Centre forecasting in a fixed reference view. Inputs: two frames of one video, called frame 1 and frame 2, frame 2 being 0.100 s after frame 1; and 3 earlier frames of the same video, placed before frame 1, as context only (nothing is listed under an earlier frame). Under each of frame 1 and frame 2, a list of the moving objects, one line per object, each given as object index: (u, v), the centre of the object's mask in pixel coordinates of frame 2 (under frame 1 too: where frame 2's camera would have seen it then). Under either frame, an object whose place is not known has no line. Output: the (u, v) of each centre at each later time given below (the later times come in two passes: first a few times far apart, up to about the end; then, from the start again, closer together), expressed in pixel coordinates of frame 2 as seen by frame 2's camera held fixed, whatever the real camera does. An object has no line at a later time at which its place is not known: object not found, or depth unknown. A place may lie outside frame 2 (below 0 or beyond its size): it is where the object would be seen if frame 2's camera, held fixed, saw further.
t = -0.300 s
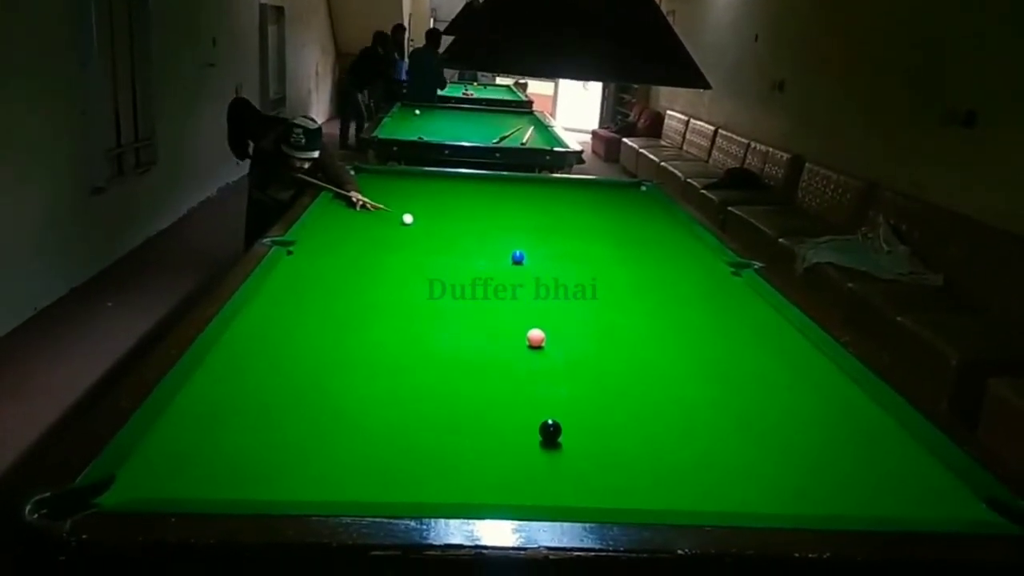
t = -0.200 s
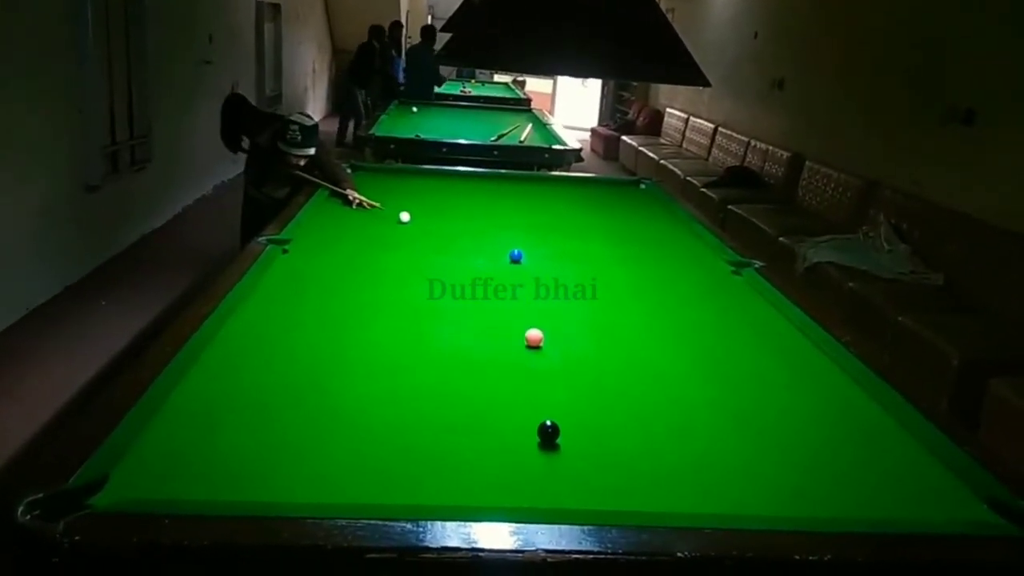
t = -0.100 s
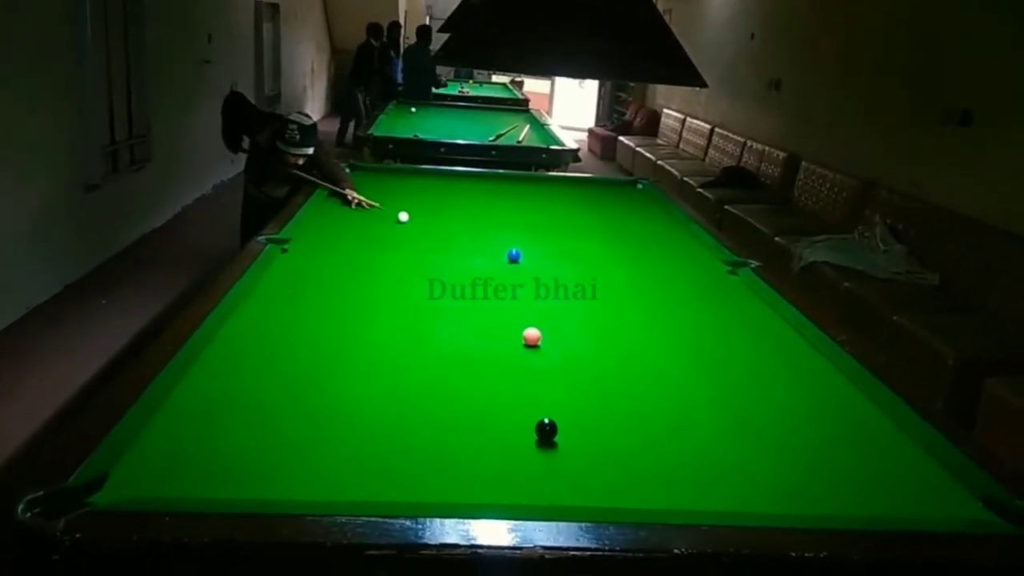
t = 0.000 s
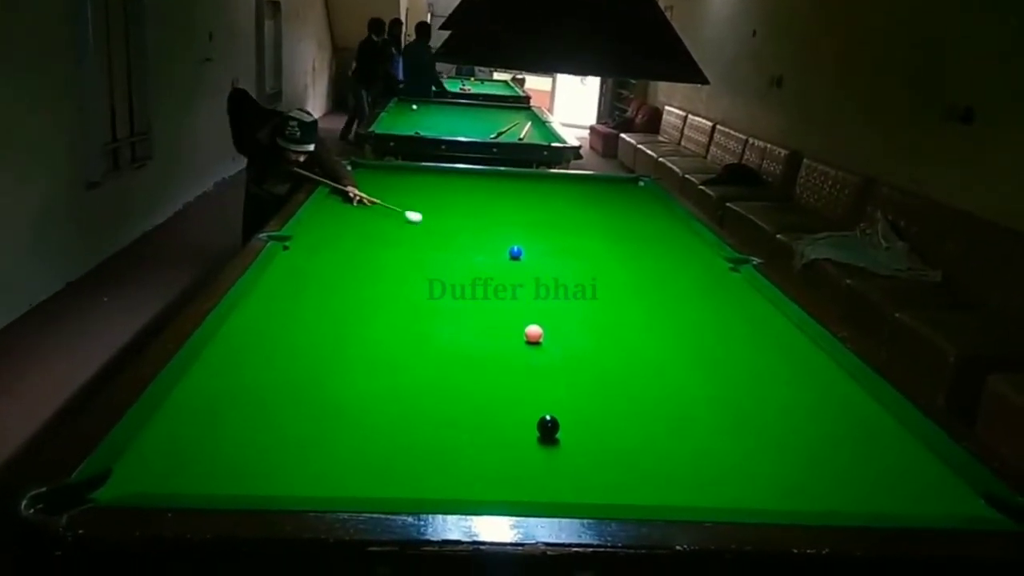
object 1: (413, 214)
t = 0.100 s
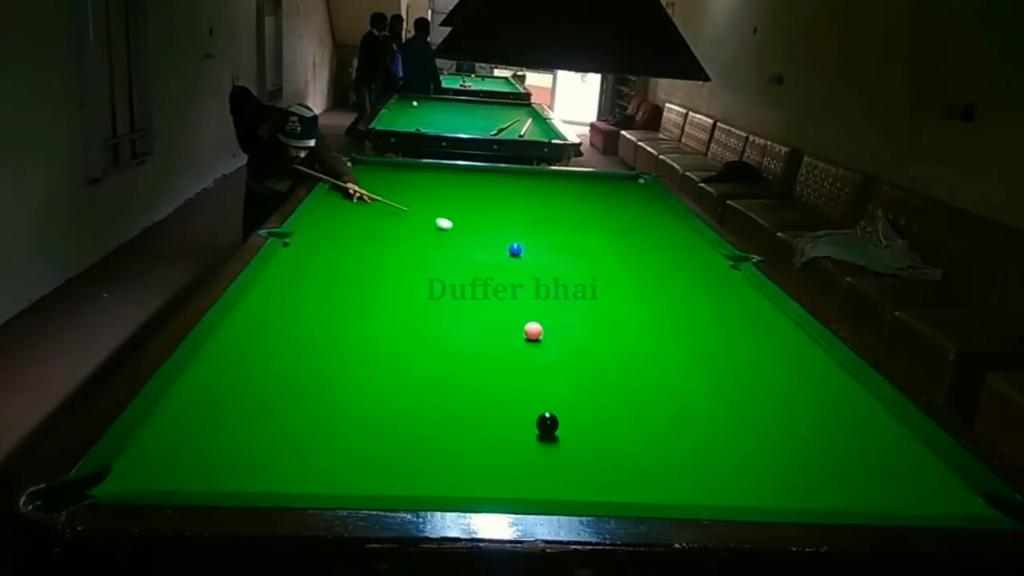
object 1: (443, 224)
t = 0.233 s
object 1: (483, 237)
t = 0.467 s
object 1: (529, 248)
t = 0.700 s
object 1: (566, 253)
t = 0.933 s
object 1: (602, 257)
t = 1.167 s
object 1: (636, 262)
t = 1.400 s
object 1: (669, 267)
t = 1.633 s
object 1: (701, 272)
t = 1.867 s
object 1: (731, 276)
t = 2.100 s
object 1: (734, 278)
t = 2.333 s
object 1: (719, 280)
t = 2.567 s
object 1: (705, 281)
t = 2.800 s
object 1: (693, 282)
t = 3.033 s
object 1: (682, 284)
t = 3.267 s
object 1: (673, 285)
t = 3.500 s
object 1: (664, 287)
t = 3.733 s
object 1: (657, 288)
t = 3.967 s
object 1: (651, 289)
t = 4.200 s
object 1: (645, 290)
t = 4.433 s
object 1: (641, 290)
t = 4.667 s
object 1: (638, 290)
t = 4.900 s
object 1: (636, 291)
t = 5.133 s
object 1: (636, 291)
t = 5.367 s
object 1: (636, 291)
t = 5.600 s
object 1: (636, 291)
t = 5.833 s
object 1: (636, 291)
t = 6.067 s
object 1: (636, 290)
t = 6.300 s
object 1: (636, 291)
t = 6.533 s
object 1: (636, 291)
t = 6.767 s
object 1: (636, 291)
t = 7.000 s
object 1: (636, 291)
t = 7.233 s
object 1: (636, 291)
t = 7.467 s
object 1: (636, 291)
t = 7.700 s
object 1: (636, 291)
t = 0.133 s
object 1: (453, 227)
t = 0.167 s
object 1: (463, 230)
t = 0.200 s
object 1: (473, 234)
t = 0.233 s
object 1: (483, 237)
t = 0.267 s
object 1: (493, 240)
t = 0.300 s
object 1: (503, 244)
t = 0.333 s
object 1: (510, 246)
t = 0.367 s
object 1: (514, 246)
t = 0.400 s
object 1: (519, 247)
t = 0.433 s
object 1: (524, 247)
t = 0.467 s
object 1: (529, 248)
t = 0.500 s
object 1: (535, 248)
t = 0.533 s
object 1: (540, 249)
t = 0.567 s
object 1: (545, 250)
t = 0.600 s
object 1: (550, 250)
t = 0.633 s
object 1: (556, 251)
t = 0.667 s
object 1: (561, 252)
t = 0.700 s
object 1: (566, 253)
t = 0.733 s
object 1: (571, 253)
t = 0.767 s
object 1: (577, 254)
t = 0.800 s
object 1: (582, 255)
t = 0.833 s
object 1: (587, 255)
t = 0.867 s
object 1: (592, 256)
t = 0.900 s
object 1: (597, 257)
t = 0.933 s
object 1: (602, 257)
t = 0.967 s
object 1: (607, 258)
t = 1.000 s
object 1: (612, 259)
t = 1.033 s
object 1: (617, 260)
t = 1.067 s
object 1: (622, 260)
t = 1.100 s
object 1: (627, 261)
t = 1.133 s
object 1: (631, 261)
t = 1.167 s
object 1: (636, 262)
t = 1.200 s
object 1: (641, 263)
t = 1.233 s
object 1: (646, 264)
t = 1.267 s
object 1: (650, 264)
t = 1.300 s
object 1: (655, 265)
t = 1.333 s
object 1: (660, 265)
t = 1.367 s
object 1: (664, 266)
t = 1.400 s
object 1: (669, 267)
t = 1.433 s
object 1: (674, 268)
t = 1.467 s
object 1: (678, 268)
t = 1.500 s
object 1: (683, 269)
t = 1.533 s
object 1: (688, 270)
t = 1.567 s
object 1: (692, 270)
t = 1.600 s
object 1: (697, 271)
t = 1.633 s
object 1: (701, 272)
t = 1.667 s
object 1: (705, 272)
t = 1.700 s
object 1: (710, 273)
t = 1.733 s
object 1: (714, 273)
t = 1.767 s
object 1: (718, 274)
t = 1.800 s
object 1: (722, 275)
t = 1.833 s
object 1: (727, 275)
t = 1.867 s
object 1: (731, 276)
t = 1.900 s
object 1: (735, 277)
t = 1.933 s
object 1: (740, 277)
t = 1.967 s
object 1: (742, 278)
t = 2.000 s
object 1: (740, 278)
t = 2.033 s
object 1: (738, 278)
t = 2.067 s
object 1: (736, 278)
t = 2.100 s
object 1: (734, 278)
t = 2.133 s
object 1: (732, 278)
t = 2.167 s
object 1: (729, 279)
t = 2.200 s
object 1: (727, 279)
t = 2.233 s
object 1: (725, 279)
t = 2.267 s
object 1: (723, 279)
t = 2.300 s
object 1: (721, 280)
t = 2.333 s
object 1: (719, 280)
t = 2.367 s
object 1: (717, 280)
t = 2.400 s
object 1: (715, 280)
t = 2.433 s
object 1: (713, 280)
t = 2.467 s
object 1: (711, 280)
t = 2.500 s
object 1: (709, 281)
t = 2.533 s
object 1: (707, 281)
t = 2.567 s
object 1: (705, 281)
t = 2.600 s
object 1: (703, 281)
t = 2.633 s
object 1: (702, 281)
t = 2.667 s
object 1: (699, 281)
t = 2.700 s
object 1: (698, 281)
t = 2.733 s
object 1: (696, 282)
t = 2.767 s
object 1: (694, 282)
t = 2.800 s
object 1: (693, 282)
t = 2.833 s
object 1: (691, 282)
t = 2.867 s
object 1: (690, 283)
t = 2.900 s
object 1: (688, 283)
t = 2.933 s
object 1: (687, 283)
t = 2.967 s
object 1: (685, 283)
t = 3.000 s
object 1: (684, 283)
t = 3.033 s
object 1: (682, 284)
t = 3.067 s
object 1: (681, 284)
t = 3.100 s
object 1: (679, 284)
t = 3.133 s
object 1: (678, 284)
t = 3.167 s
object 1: (677, 284)
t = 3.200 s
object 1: (675, 285)
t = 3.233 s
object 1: (674, 285)
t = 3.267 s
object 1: (673, 285)
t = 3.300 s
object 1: (672, 285)
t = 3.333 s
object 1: (670, 286)
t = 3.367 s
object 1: (669, 286)
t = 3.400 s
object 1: (668, 286)
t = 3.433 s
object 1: (667, 286)
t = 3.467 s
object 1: (665, 286)
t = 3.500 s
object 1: (664, 287)
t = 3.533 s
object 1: (663, 287)
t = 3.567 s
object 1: (662, 287)
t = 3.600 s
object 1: (661, 287)
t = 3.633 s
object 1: (660, 287)
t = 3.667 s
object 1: (658, 288)
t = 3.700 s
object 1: (658, 288)
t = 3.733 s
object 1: (657, 288)
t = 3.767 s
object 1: (656, 288)
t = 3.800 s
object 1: (655, 288)
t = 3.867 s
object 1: (654, 288)
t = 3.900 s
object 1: (653, 289)
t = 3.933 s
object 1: (652, 289)
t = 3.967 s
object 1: (651, 289)
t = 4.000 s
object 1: (650, 289)
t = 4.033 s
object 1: (649, 289)
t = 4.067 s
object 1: (648, 289)
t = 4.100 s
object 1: (648, 289)
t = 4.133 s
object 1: (647, 289)
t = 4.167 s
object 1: (646, 290)
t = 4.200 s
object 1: (645, 290)
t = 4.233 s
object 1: (645, 290)
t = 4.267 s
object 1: (644, 290)
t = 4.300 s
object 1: (644, 290)
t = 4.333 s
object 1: (643, 290)
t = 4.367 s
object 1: (643, 290)
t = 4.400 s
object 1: (642, 290)
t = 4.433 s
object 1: (641, 290)
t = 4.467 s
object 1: (641, 290)
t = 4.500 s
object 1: (640, 290)
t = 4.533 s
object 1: (640, 290)
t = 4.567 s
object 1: (639, 290)
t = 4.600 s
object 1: (639, 290)
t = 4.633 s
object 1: (638, 290)
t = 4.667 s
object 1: (638, 290)
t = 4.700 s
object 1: (638, 290)
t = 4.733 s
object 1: (637, 290)
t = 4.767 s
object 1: (637, 290)
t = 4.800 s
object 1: (637, 290)
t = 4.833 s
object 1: (636, 290)
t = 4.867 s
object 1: (636, 291)
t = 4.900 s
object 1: (636, 291)
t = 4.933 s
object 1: (636, 291)
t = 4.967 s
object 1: (636, 291)
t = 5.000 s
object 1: (636, 291)
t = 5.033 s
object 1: (636, 291)
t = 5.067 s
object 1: (636, 291)
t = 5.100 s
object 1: (636, 290)
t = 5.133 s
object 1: (636, 291)
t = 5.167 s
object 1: (636, 291)
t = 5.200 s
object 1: (636, 291)
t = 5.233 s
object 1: (636, 291)
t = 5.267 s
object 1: (636, 291)
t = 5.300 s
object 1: (636, 291)
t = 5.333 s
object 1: (636, 291)
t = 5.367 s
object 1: (636, 291)
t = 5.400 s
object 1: (636, 290)
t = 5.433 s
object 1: (636, 291)
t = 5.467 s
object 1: (636, 291)
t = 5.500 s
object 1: (636, 291)
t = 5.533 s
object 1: (636, 290)
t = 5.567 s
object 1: (636, 290)
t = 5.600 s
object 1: (636, 291)
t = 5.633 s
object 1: (636, 290)
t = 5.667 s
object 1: (636, 291)
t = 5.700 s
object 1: (636, 291)
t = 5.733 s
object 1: (636, 291)
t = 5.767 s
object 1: (636, 291)
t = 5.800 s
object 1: (636, 291)
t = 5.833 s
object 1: (636, 291)
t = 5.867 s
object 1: (636, 291)
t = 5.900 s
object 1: (636, 291)
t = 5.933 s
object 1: (636, 291)
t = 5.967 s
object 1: (636, 291)
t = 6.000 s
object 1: (636, 291)
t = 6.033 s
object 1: (636, 291)
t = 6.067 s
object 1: (636, 290)
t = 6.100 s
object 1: (636, 291)
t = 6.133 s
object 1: (636, 291)
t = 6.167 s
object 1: (636, 291)
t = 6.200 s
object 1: (636, 291)
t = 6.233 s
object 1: (636, 291)
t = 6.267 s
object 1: (636, 291)
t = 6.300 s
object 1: (636, 291)
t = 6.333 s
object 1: (636, 291)
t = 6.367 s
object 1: (636, 291)
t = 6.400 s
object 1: (636, 291)
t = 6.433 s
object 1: (636, 291)
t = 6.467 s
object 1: (636, 291)
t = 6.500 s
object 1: (636, 291)
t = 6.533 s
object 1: (636, 291)
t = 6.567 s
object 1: (636, 291)
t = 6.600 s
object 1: (636, 291)
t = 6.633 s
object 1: (636, 291)
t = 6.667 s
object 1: (636, 291)
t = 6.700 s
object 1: (636, 291)
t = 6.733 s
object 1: (636, 291)
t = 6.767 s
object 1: (636, 291)
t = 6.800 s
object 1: (636, 291)
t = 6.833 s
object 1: (636, 291)
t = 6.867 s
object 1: (636, 291)
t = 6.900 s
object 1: (636, 291)
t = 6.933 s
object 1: (636, 291)
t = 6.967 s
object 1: (636, 291)
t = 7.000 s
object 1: (636, 291)
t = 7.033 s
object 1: (636, 291)
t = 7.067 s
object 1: (636, 291)
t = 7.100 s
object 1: (636, 291)
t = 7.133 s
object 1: (636, 291)
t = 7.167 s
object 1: (636, 291)
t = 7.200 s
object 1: (636, 291)
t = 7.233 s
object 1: (636, 291)
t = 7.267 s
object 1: (636, 291)
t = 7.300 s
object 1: (636, 291)
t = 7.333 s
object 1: (636, 291)
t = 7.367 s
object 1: (636, 291)
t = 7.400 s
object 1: (636, 291)
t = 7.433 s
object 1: (636, 291)
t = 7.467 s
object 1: (636, 291)
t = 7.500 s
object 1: (636, 291)
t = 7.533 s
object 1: (636, 291)
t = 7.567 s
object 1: (636, 291)
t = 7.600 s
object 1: (636, 291)
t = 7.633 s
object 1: (636, 291)
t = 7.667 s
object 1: (636, 291)
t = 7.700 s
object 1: (636, 291)
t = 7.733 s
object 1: (636, 291)
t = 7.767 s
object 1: (636, 291)
